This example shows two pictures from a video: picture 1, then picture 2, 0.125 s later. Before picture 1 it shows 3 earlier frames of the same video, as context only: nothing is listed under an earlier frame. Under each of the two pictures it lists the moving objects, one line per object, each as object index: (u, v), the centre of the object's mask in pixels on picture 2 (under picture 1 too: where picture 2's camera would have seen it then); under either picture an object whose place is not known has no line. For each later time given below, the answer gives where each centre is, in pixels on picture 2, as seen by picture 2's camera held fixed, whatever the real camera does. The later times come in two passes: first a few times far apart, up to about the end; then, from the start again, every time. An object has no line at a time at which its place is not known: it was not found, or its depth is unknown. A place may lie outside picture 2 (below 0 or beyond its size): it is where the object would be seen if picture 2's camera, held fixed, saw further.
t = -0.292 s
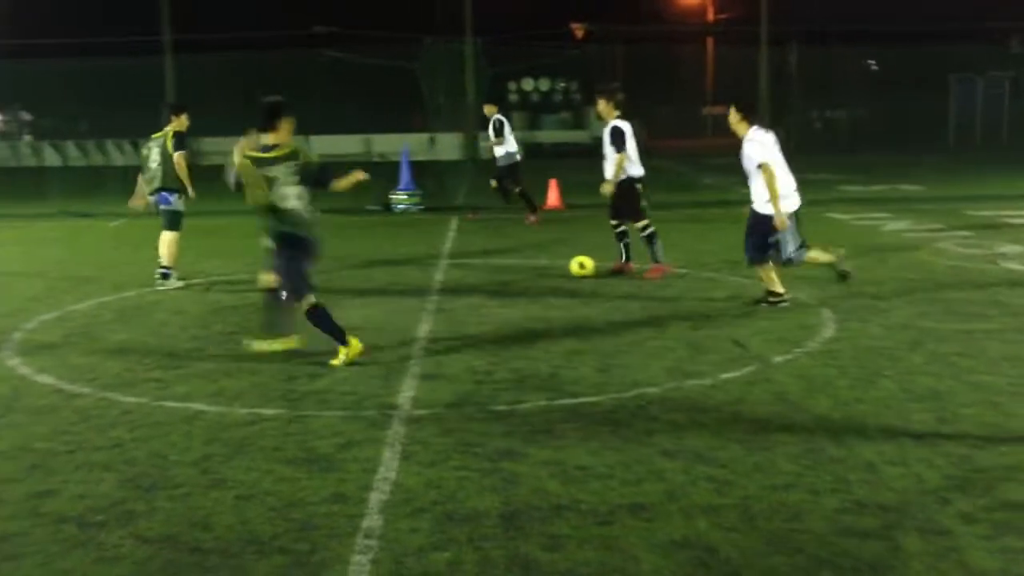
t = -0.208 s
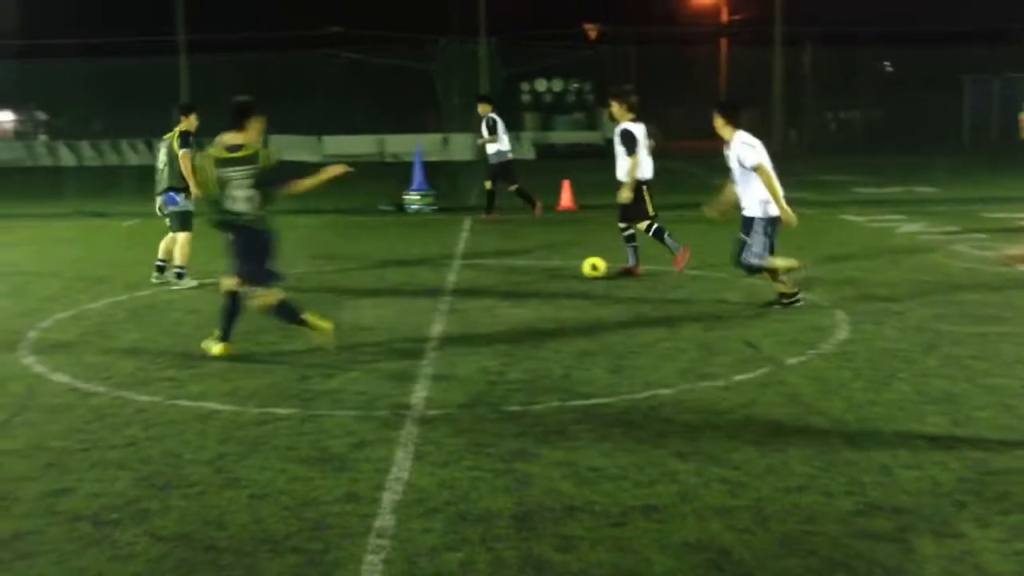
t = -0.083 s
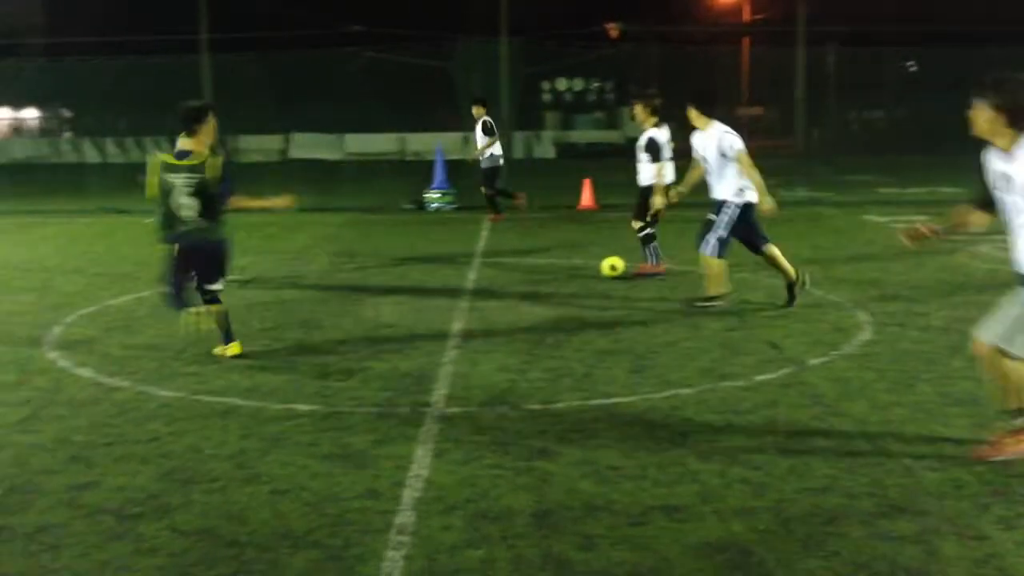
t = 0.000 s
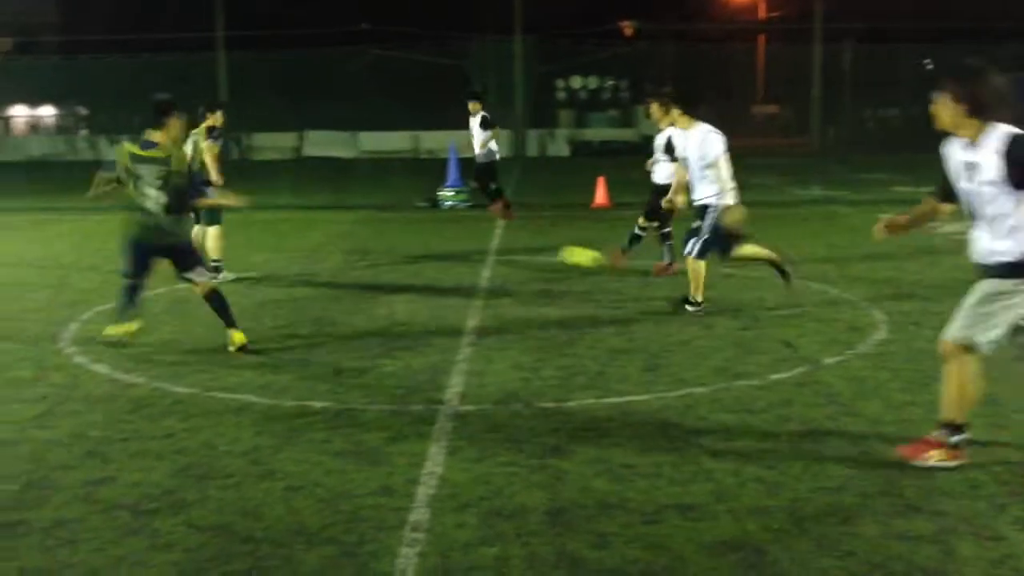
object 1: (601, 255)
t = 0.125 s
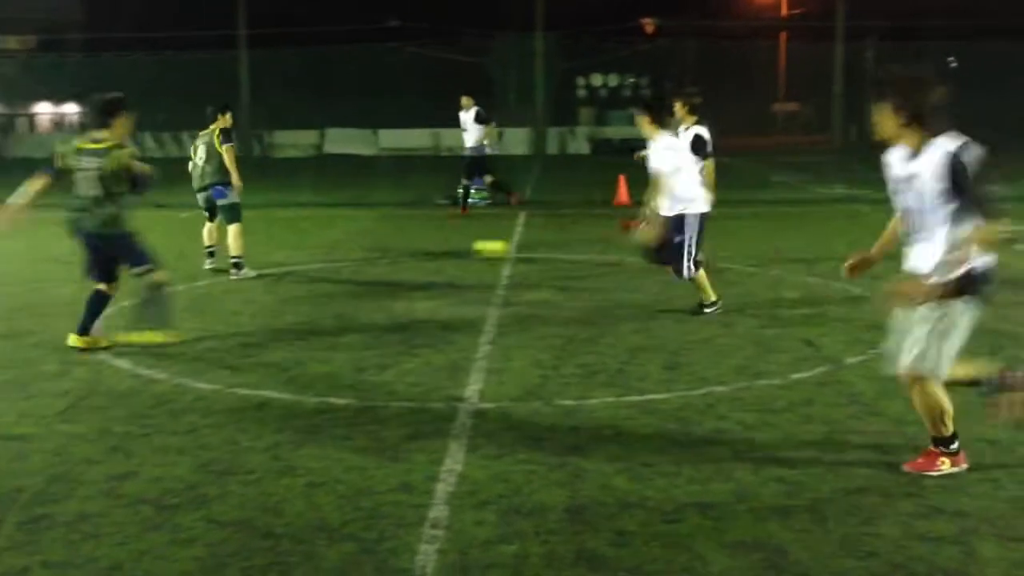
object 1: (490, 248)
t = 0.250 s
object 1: (403, 243)
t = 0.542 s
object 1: (258, 232)
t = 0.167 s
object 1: (460, 248)
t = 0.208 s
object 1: (432, 245)
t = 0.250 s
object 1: (403, 243)
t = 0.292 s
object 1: (375, 242)
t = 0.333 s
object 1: (356, 239)
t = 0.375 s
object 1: (332, 236)
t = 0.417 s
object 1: (313, 236)
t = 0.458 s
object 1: (292, 237)
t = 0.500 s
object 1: (274, 233)
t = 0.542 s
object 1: (258, 232)
